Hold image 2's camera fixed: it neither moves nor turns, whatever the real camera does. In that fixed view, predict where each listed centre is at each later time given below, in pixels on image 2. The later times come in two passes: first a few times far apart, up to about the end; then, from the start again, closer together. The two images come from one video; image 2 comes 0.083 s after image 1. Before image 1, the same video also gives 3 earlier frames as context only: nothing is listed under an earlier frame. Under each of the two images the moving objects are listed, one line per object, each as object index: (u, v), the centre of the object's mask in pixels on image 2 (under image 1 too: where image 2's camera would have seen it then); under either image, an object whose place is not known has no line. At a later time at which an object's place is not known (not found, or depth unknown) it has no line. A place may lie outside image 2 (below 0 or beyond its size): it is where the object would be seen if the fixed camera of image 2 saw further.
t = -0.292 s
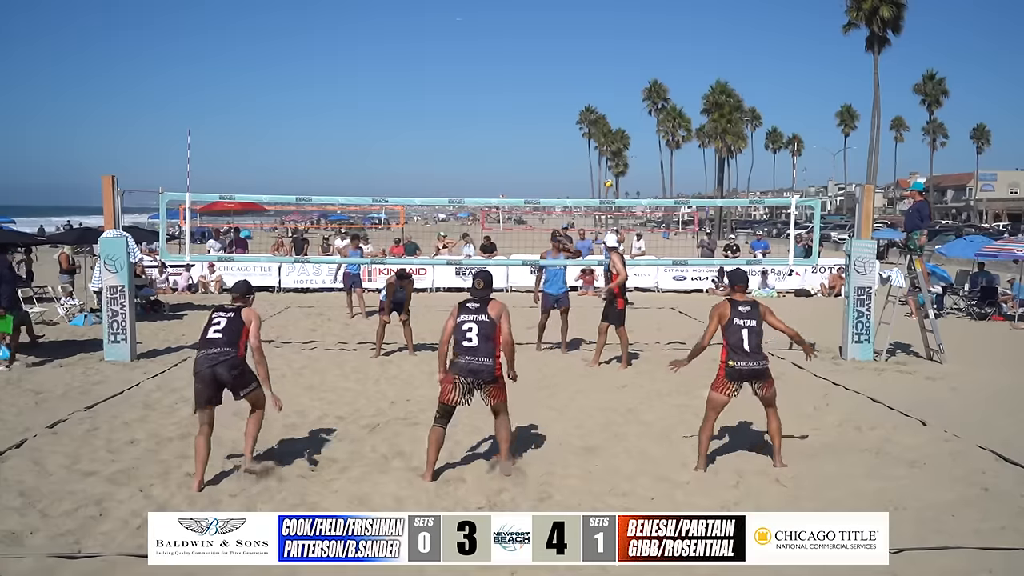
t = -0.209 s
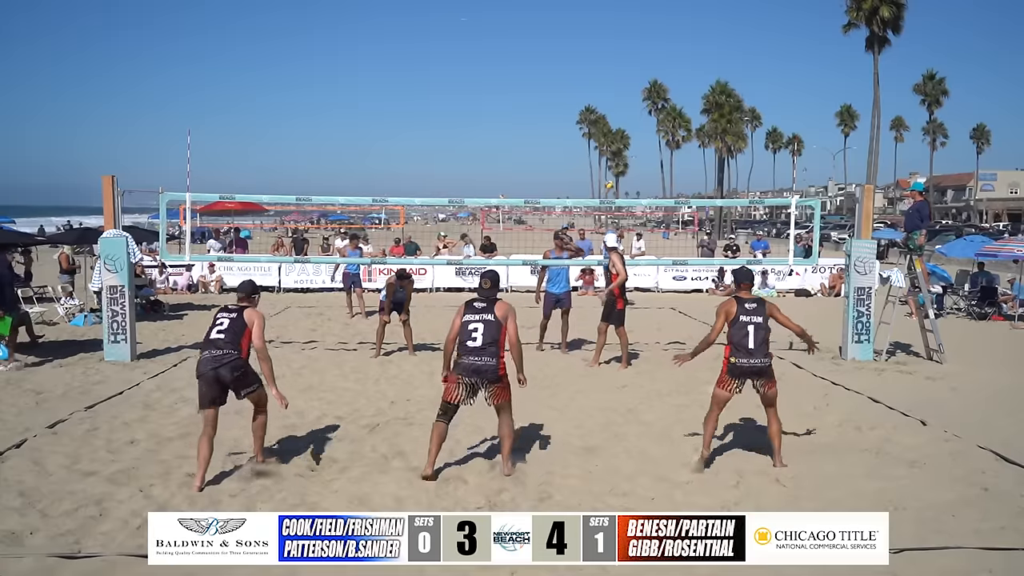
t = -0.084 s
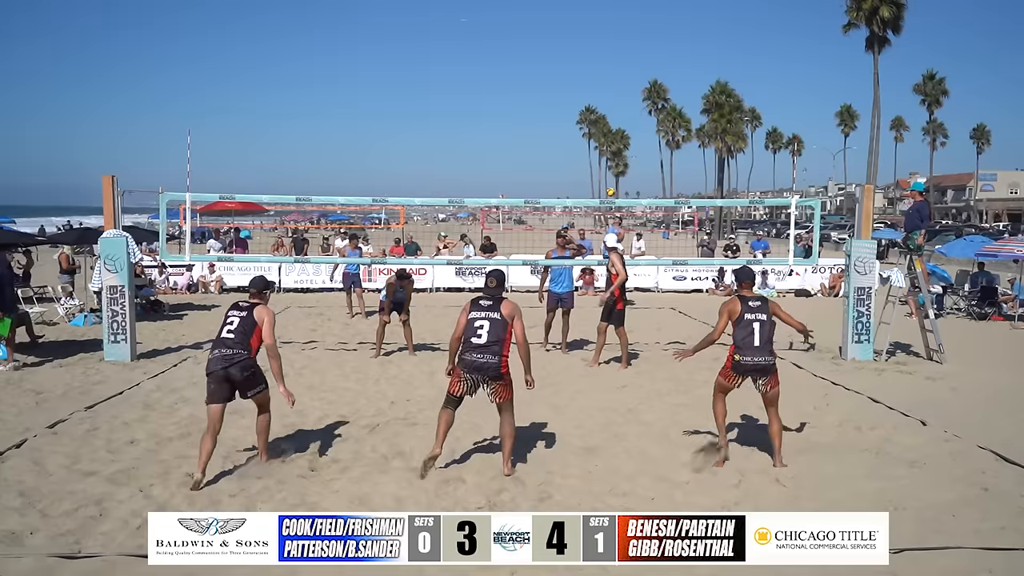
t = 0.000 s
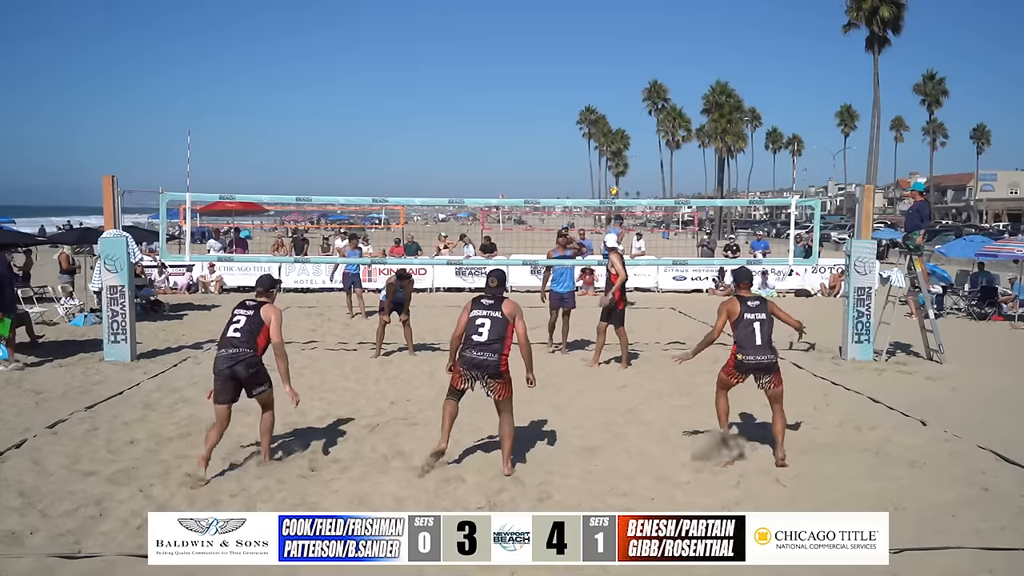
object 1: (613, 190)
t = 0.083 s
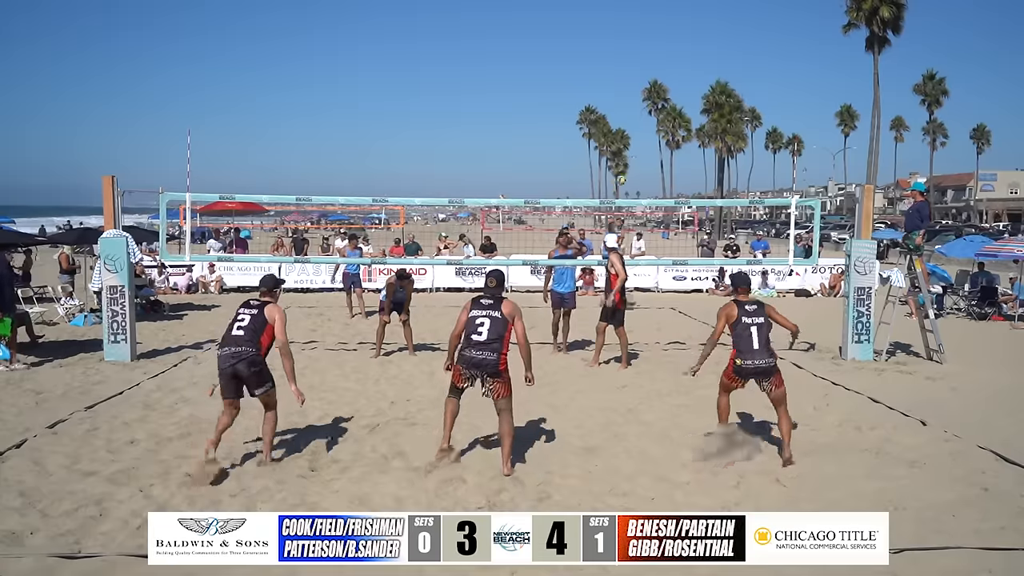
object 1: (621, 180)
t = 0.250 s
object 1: (639, 165)
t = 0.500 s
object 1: (674, 160)
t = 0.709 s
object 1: (715, 186)
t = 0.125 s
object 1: (626, 174)
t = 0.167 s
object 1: (630, 171)
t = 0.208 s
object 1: (634, 167)
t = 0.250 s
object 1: (639, 165)
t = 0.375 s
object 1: (657, 158)
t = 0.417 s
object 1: (662, 159)
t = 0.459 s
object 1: (670, 159)
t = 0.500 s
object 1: (674, 160)
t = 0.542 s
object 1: (683, 163)
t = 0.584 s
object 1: (689, 166)
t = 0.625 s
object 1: (698, 172)
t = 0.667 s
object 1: (704, 177)
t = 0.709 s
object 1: (715, 186)
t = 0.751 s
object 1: (722, 194)
